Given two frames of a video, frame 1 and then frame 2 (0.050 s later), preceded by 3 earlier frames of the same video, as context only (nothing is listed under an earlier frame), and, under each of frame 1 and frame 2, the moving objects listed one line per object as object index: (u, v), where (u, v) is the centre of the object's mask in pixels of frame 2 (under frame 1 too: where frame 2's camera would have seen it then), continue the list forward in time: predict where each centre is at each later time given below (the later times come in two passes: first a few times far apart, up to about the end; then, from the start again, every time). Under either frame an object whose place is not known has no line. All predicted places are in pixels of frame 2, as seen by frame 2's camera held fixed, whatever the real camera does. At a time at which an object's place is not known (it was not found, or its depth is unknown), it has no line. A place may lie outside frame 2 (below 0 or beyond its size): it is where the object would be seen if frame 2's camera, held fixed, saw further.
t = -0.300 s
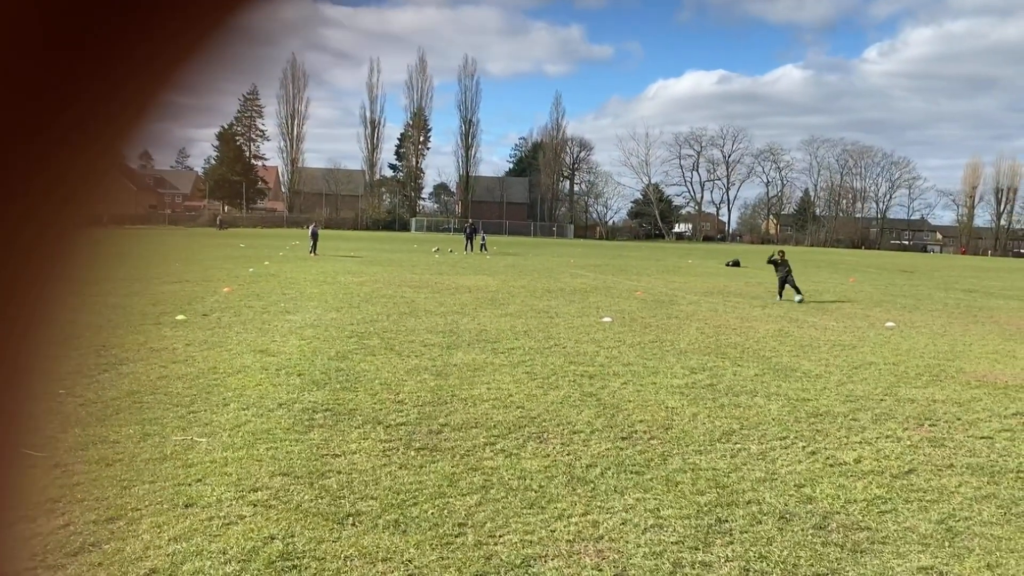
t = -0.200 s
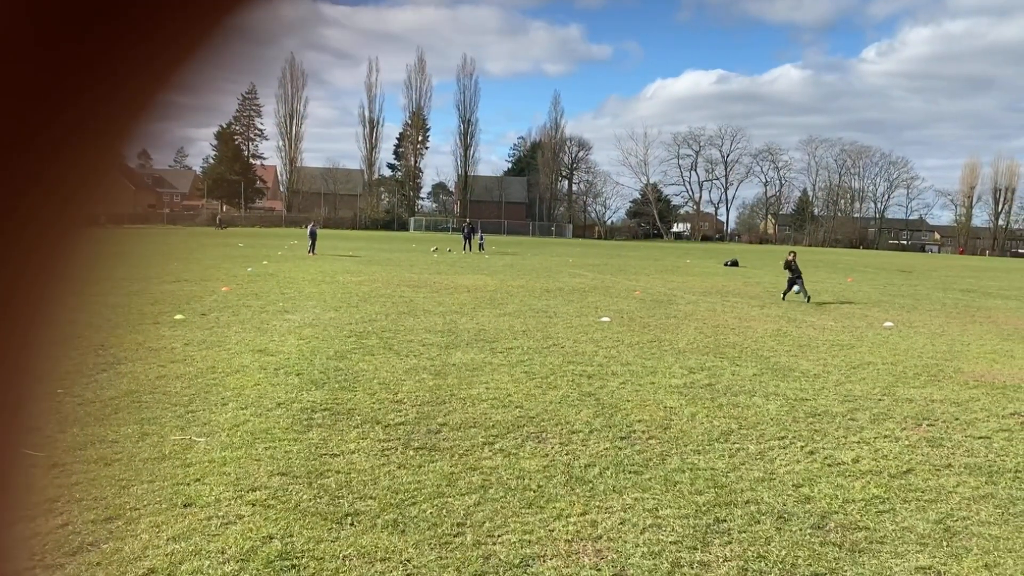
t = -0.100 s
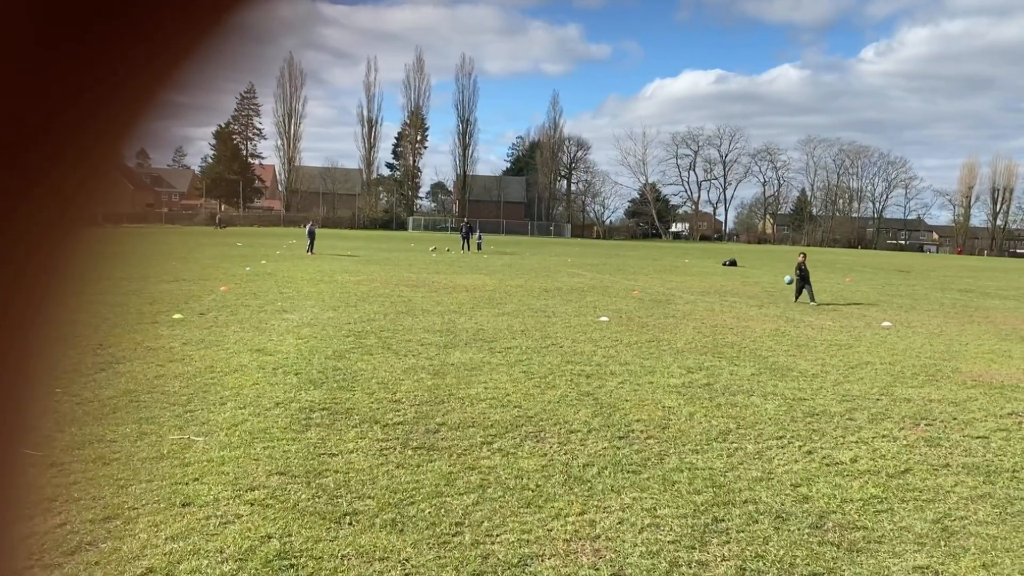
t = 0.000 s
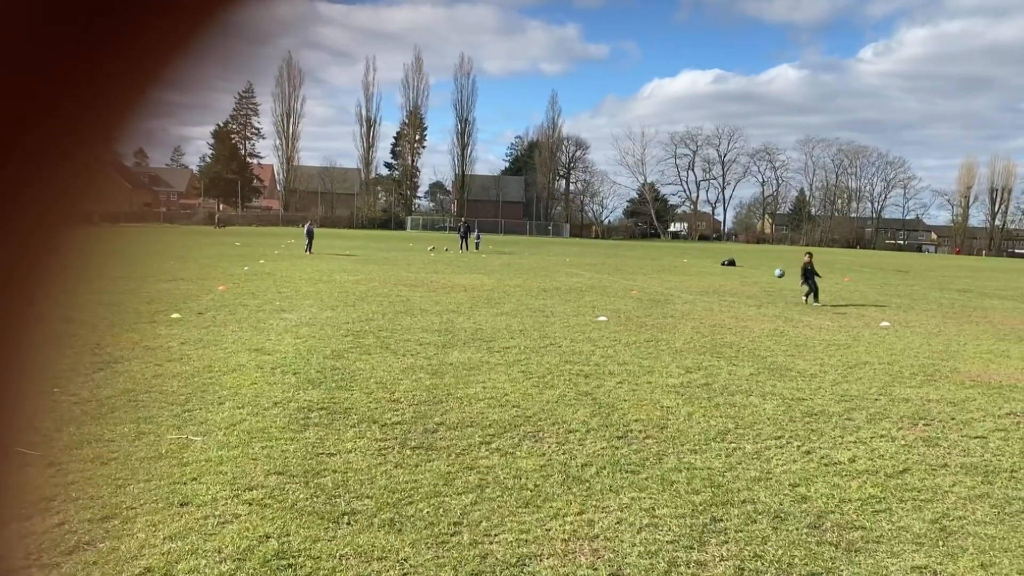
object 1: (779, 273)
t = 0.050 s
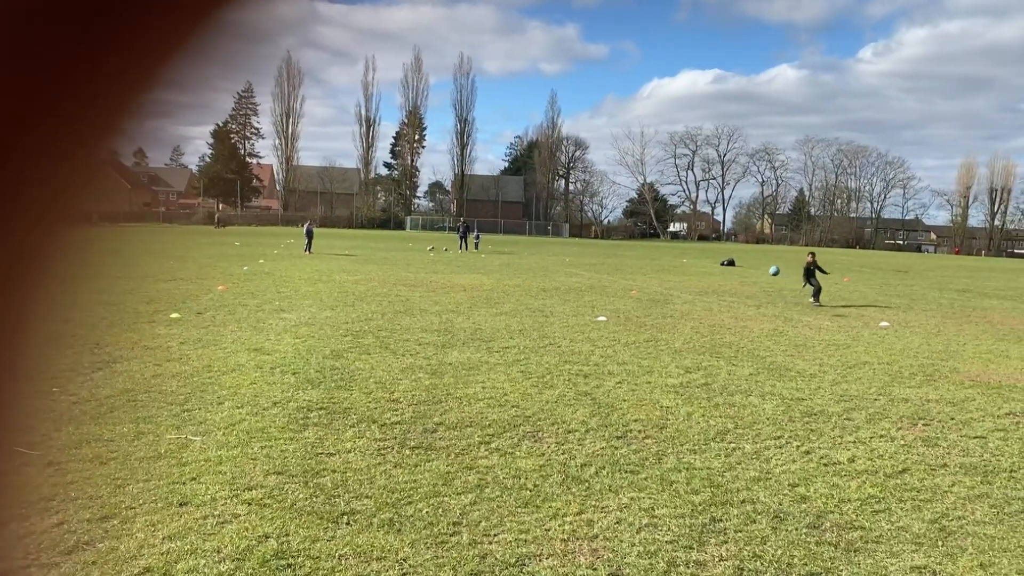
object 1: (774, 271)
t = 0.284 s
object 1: (744, 276)
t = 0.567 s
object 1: (683, 326)
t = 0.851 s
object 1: (639, 320)
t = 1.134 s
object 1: (583, 364)
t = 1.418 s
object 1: (537, 377)
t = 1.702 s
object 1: (475, 397)
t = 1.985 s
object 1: (384, 438)
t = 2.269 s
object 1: (250, 498)
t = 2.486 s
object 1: (107, 543)
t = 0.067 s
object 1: (773, 270)
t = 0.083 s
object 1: (771, 270)
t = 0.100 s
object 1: (769, 270)
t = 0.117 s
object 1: (767, 270)
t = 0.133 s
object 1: (765, 270)
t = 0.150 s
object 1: (763, 270)
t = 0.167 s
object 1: (762, 270)
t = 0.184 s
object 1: (759, 270)
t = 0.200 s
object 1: (757, 271)
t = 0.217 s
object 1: (755, 272)
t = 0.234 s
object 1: (752, 273)
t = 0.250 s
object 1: (749, 274)
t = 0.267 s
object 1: (747, 275)
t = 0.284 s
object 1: (744, 276)
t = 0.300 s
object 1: (742, 277)
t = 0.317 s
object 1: (739, 279)
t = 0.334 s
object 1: (736, 281)
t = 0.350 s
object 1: (733, 283)
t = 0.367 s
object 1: (730, 284)
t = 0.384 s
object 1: (726, 287)
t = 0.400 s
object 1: (723, 289)
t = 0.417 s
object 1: (720, 292)
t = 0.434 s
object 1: (716, 295)
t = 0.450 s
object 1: (713, 298)
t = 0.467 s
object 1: (709, 301)
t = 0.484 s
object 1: (705, 305)
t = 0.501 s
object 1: (701, 309)
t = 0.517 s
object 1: (696, 313)
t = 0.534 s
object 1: (692, 317)
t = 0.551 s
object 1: (688, 321)
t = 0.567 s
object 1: (683, 326)
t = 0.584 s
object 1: (678, 331)
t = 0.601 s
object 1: (674, 336)
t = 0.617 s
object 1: (671, 336)
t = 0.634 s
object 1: (669, 333)
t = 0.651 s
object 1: (667, 331)
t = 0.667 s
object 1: (665, 329)
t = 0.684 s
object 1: (663, 327)
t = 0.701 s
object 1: (661, 326)
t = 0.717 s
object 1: (659, 324)
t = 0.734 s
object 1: (656, 323)
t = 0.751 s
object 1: (654, 321)
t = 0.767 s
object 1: (652, 321)
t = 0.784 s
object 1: (649, 320)
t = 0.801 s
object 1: (646, 320)
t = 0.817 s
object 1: (644, 320)
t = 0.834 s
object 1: (642, 319)
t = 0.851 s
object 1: (639, 320)
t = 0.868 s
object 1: (636, 320)
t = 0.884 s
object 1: (633, 321)
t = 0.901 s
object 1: (630, 322)
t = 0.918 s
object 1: (627, 323)
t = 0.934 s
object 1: (624, 325)
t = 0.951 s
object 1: (621, 327)
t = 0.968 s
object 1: (618, 329)
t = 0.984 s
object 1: (615, 331)
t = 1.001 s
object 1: (612, 334)
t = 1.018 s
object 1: (609, 337)
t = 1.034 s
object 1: (605, 340)
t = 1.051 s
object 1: (601, 344)
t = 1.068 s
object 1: (598, 348)
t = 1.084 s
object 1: (594, 352)
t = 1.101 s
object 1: (591, 356)
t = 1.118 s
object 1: (587, 361)
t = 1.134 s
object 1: (583, 364)
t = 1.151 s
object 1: (581, 363)
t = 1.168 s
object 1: (579, 362)
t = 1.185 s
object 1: (577, 361)
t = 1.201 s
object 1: (574, 360)
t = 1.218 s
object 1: (572, 360)
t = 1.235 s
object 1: (569, 359)
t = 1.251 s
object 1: (567, 359)
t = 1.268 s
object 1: (564, 360)
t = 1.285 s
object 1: (561, 360)
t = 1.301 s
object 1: (559, 361)
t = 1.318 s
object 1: (556, 362)
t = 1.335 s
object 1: (553, 364)
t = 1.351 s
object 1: (550, 366)
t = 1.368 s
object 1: (547, 368)
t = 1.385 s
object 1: (544, 371)
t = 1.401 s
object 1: (540, 373)
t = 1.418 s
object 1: (537, 377)
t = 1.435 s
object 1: (535, 380)
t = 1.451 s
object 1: (531, 385)
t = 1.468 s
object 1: (527, 388)
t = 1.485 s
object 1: (524, 387)
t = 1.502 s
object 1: (520, 386)
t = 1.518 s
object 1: (517, 385)
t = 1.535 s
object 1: (514, 384)
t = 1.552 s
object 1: (510, 384)
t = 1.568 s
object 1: (507, 384)
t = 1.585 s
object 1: (506, 384)
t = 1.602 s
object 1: (502, 385)
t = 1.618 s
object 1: (501, 385)
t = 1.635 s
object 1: (492, 387)
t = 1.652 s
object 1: (491, 390)
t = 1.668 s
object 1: (487, 391)
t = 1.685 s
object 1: (479, 394)
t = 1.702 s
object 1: (475, 397)
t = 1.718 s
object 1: (471, 401)
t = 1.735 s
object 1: (466, 405)
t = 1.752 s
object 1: (462, 409)
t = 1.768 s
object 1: (457, 414)
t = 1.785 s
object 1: (453, 419)
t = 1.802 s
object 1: (447, 424)
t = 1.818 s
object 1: (443, 424)
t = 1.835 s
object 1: (437, 423)
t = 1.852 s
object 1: (432, 423)
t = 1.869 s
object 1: (426, 424)
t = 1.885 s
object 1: (421, 424)
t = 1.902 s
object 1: (415, 425)
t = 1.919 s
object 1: (410, 426)
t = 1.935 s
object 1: (403, 429)
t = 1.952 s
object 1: (397, 431)
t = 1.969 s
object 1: (391, 434)
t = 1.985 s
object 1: (384, 438)
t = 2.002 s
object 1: (378, 442)
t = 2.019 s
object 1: (371, 446)
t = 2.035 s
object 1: (364, 451)
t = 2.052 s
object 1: (356, 457)
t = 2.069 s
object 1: (350, 462)
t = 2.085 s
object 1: (342, 464)
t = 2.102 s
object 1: (338, 464)
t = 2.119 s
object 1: (327, 465)
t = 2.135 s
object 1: (320, 466)
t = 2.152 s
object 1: (312, 468)
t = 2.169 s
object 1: (304, 471)
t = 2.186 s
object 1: (296, 474)
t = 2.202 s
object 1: (287, 477)
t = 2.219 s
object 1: (278, 481)
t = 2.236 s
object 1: (269, 486)
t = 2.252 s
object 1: (260, 491)
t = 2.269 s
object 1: (250, 498)
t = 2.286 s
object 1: (241, 505)
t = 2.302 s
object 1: (231, 510)
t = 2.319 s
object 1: (221, 510)
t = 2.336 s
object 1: (212, 511)
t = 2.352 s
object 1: (201, 512)
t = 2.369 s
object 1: (191, 513)
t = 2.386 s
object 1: (180, 516)
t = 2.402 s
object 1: (169, 518)
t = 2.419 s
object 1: (157, 523)
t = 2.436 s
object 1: (145, 527)
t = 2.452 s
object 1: (133, 533)
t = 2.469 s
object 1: (120, 538)
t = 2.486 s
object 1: (107, 543)
